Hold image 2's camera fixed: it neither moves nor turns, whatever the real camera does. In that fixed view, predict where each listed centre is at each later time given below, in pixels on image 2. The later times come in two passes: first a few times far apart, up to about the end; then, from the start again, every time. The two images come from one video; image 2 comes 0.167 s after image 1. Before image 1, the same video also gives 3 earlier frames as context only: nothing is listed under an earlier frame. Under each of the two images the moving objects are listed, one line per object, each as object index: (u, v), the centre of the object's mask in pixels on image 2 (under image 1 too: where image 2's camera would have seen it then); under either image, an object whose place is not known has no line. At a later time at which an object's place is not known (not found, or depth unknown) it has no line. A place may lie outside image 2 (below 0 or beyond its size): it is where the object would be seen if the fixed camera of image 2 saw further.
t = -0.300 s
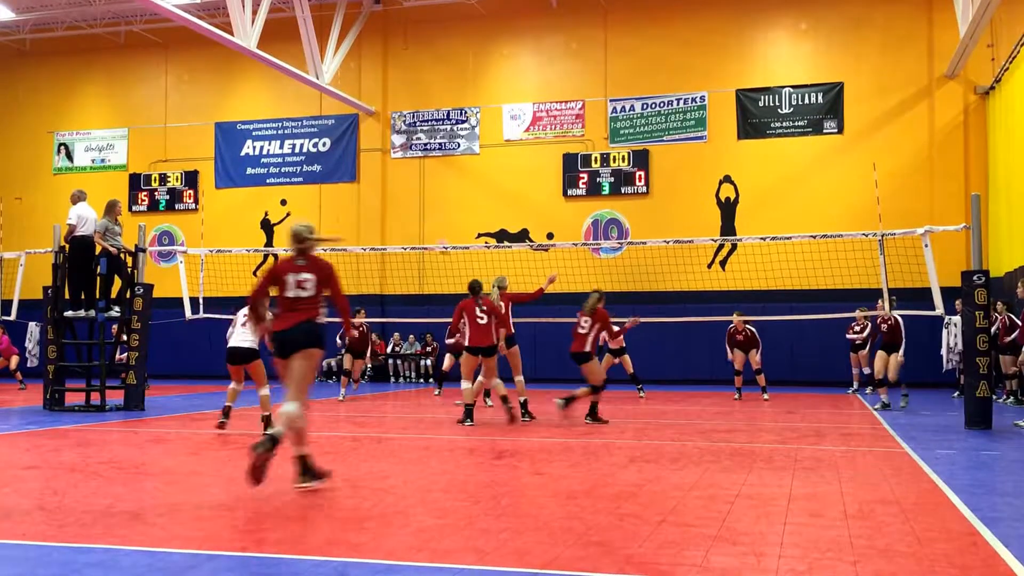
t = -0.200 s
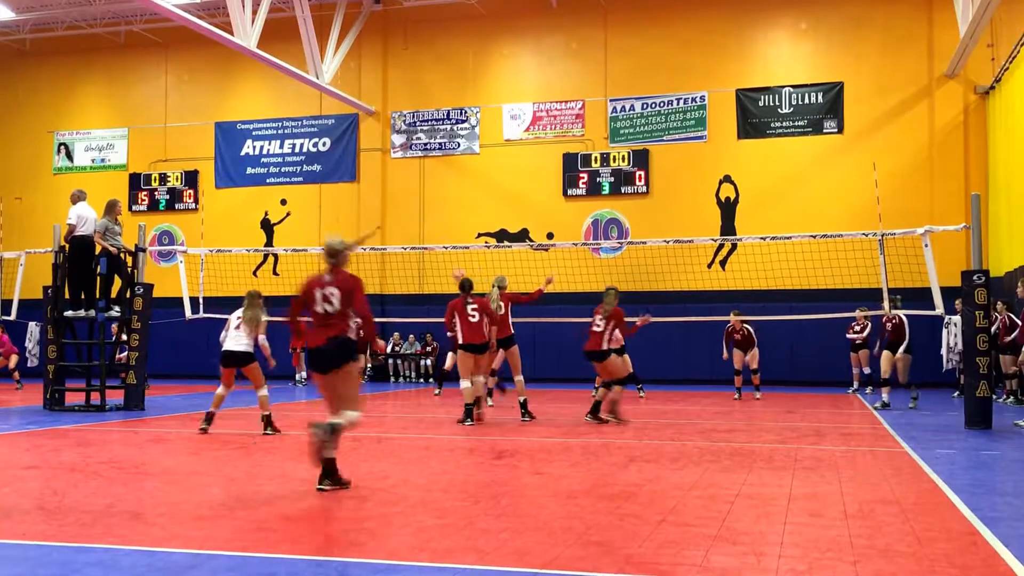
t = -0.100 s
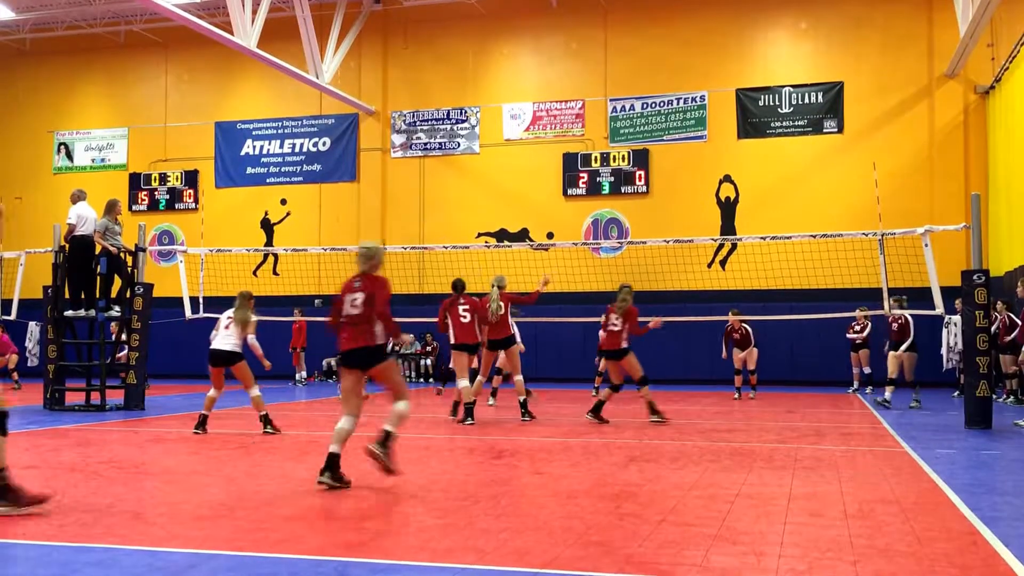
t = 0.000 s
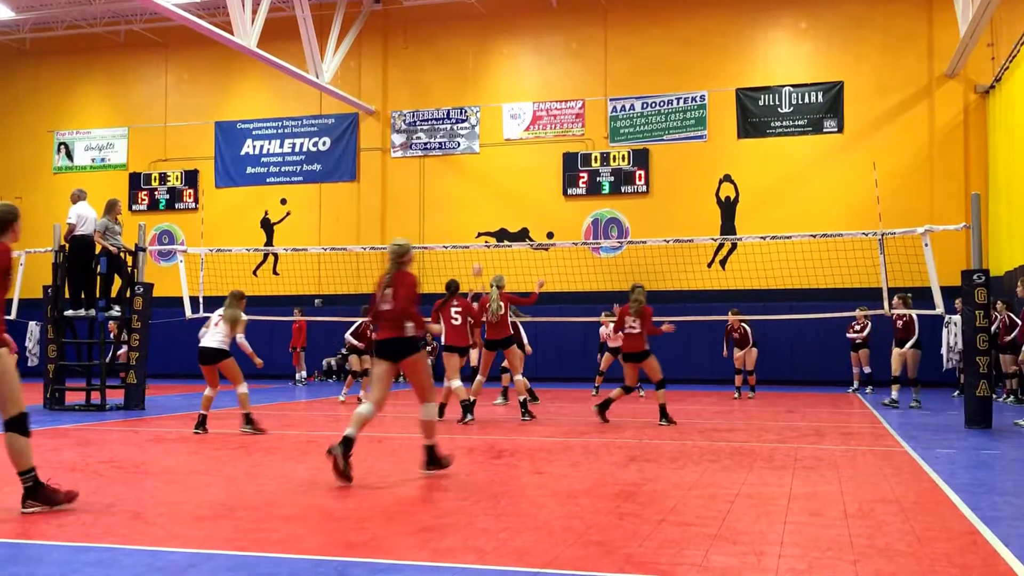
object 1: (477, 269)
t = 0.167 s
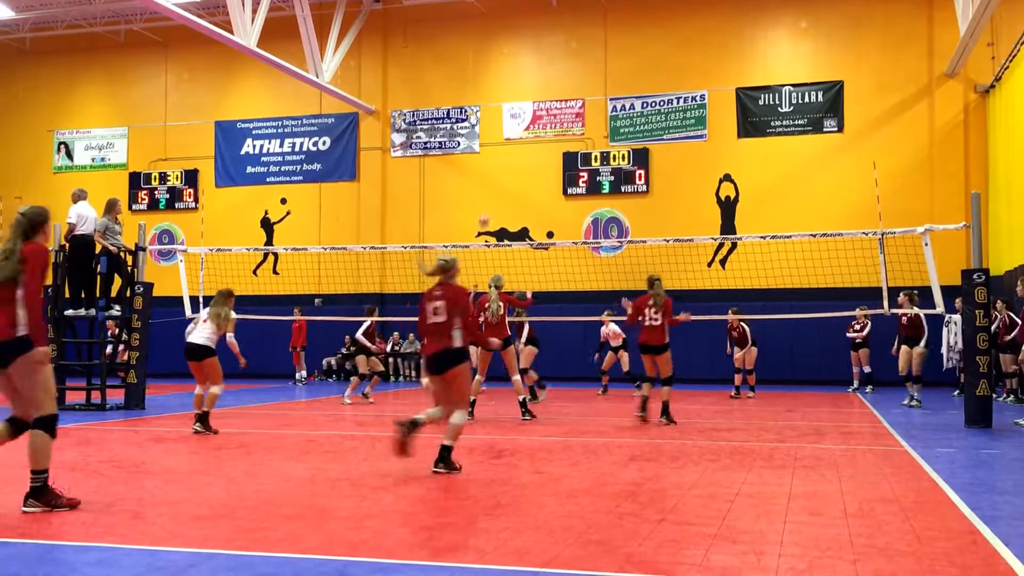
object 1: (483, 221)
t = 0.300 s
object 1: (489, 193)
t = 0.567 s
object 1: (500, 163)
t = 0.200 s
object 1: (485, 213)
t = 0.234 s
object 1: (486, 206)
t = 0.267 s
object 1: (488, 199)
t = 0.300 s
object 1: (489, 193)
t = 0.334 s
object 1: (490, 187)
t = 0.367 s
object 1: (491, 181)
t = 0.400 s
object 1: (493, 177)
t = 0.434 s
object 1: (495, 172)
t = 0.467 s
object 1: (496, 170)
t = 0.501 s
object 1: (497, 167)
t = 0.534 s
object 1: (499, 165)
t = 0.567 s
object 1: (500, 163)
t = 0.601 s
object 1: (501, 162)
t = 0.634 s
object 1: (502, 162)
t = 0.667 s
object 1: (503, 162)
